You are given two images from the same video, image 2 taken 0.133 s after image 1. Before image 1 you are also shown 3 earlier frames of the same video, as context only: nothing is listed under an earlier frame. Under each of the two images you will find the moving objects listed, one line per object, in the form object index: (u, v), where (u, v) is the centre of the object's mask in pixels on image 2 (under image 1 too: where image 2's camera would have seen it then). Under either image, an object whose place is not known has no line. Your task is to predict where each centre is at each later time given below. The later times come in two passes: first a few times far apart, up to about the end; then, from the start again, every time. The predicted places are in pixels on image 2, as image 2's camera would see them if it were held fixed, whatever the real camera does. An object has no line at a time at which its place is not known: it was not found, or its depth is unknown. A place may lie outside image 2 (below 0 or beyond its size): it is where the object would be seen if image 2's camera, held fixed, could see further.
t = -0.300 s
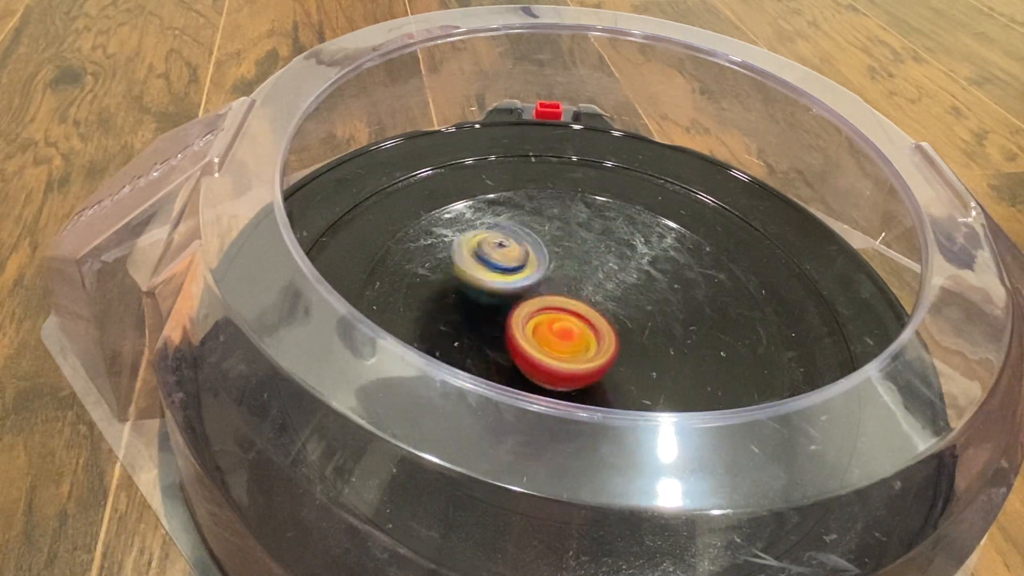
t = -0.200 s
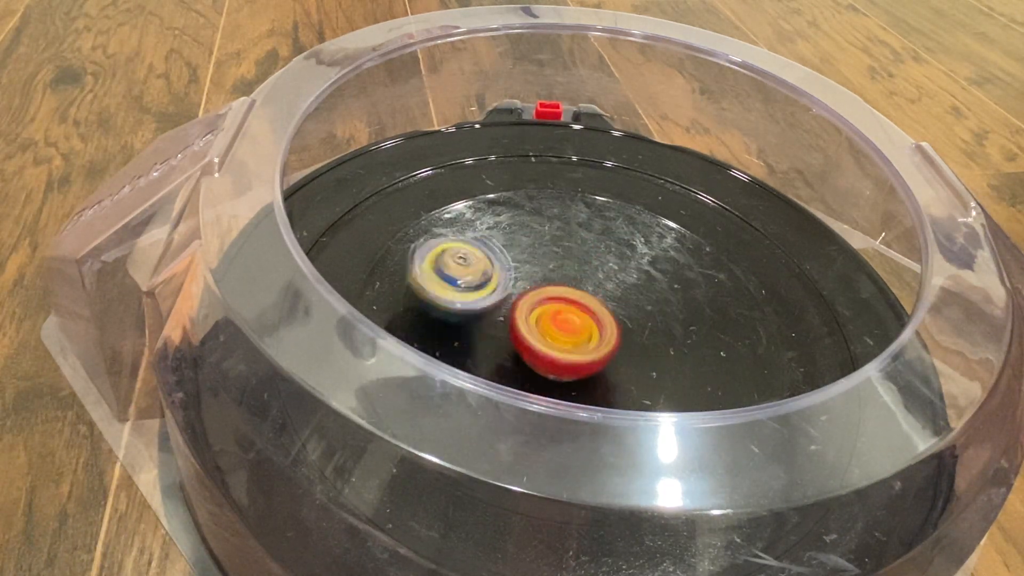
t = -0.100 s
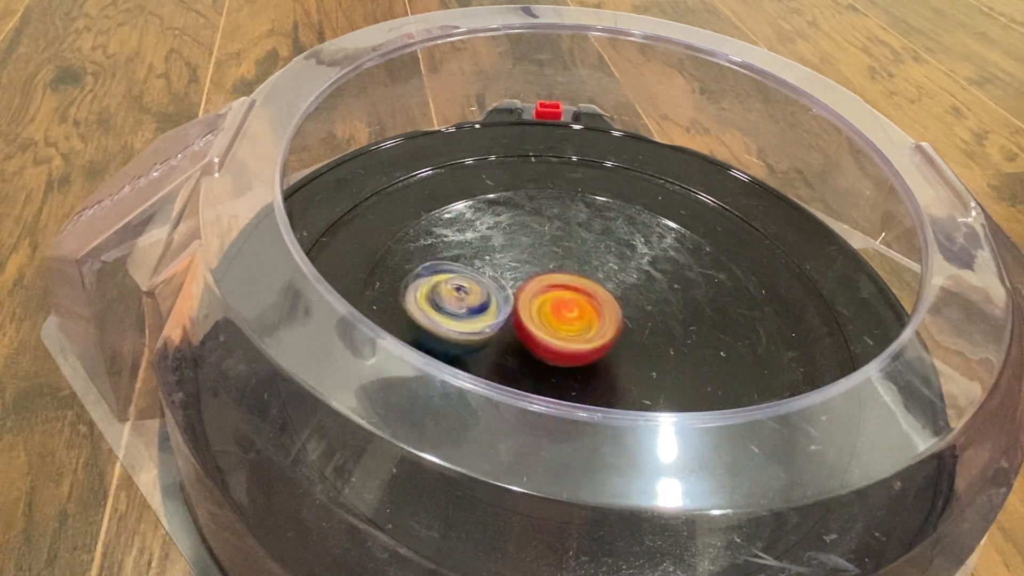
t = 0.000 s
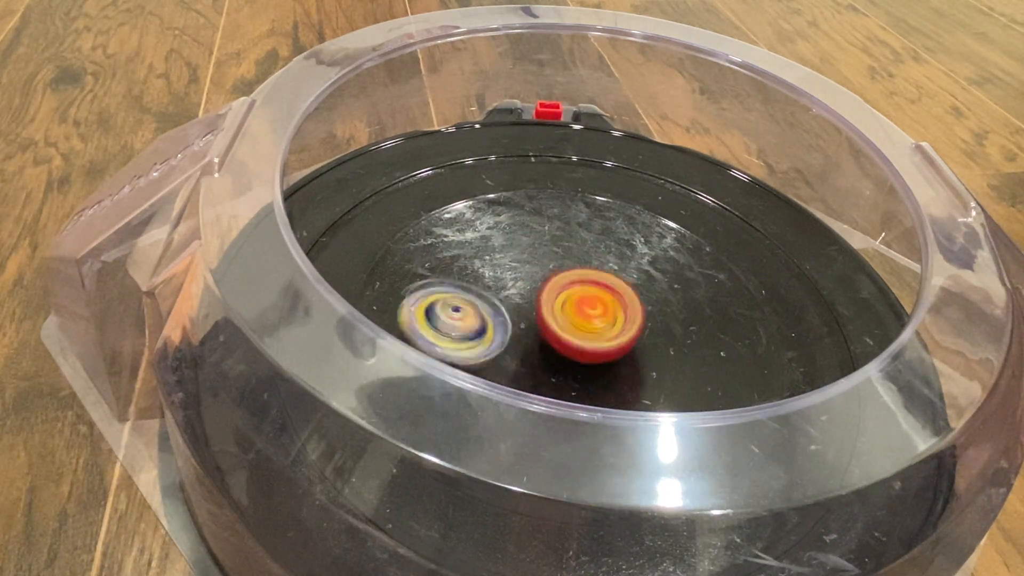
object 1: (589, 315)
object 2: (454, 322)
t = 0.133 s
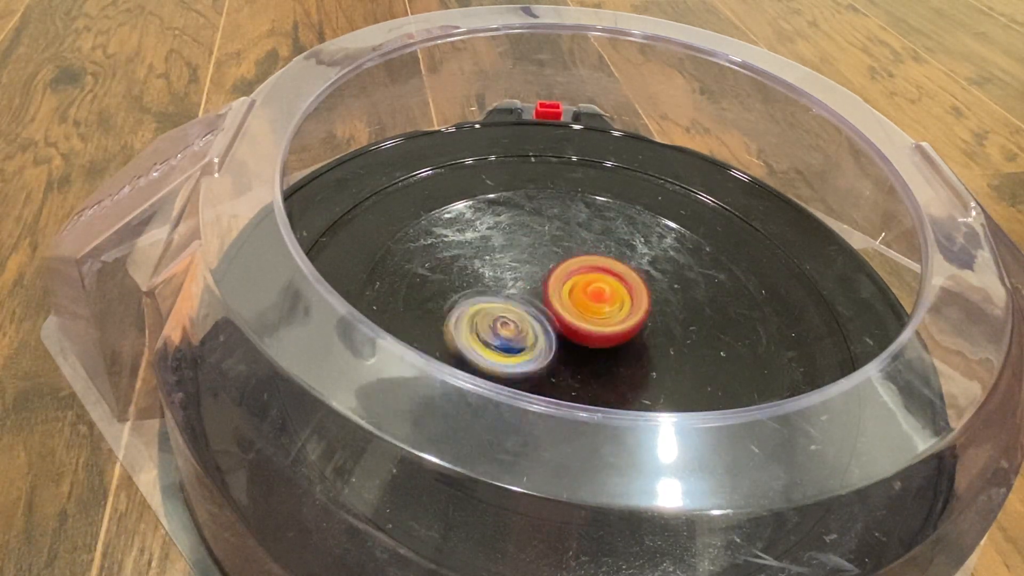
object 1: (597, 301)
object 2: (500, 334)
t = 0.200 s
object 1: (603, 292)
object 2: (525, 332)
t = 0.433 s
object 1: (598, 298)
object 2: (506, 320)
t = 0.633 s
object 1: (589, 328)
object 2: (485, 317)
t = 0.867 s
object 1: (587, 363)
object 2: (484, 295)
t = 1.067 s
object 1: (598, 377)
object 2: (522, 305)
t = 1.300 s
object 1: (578, 369)
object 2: (586, 291)
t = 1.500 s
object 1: (546, 342)
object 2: (618, 296)
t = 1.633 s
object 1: (527, 319)
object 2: (610, 291)
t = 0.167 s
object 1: (599, 297)
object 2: (518, 336)
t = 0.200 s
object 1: (603, 292)
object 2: (525, 332)
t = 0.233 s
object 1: (610, 291)
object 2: (520, 334)
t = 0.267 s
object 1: (612, 291)
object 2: (516, 332)
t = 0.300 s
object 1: (610, 291)
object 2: (512, 331)
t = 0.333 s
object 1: (607, 292)
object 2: (511, 327)
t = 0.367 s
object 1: (604, 293)
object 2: (510, 324)
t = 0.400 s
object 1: (602, 295)
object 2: (510, 323)
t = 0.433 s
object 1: (598, 298)
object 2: (506, 320)
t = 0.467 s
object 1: (595, 303)
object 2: (500, 319)
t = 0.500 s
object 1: (593, 307)
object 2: (495, 318)
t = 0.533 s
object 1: (591, 312)
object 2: (489, 319)
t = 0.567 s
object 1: (590, 316)
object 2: (489, 319)
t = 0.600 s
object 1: (589, 322)
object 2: (486, 318)
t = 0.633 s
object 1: (589, 328)
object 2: (485, 317)
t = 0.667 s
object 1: (588, 335)
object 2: (479, 314)
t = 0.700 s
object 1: (587, 340)
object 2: (476, 311)
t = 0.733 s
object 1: (585, 346)
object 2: (477, 307)
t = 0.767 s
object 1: (584, 351)
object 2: (476, 302)
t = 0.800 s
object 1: (582, 355)
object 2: (479, 299)
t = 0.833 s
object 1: (584, 359)
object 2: (483, 298)
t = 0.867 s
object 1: (587, 363)
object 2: (484, 295)
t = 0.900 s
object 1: (590, 367)
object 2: (484, 291)
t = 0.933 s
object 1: (593, 369)
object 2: (490, 292)
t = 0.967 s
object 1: (595, 371)
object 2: (494, 297)
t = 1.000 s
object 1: (596, 372)
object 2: (501, 300)
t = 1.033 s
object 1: (595, 373)
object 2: (513, 308)
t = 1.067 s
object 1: (598, 377)
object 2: (522, 305)
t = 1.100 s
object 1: (598, 378)
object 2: (533, 302)
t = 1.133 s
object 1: (595, 378)
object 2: (541, 295)
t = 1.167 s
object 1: (592, 378)
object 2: (552, 291)
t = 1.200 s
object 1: (588, 376)
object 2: (562, 287)
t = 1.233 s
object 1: (585, 374)
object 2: (570, 286)
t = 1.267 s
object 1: (581, 372)
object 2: (579, 288)
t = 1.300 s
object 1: (578, 369)
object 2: (586, 291)
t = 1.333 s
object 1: (575, 366)
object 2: (589, 292)
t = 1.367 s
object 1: (572, 361)
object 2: (592, 291)
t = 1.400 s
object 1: (565, 357)
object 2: (601, 291)
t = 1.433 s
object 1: (558, 353)
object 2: (610, 295)
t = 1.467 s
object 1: (553, 348)
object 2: (617, 296)
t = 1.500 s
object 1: (546, 342)
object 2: (618, 296)
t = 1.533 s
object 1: (542, 336)
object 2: (618, 295)
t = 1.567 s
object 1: (537, 331)
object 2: (615, 294)
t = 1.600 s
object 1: (534, 325)
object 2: (612, 292)
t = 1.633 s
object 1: (527, 319)
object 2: (610, 291)
